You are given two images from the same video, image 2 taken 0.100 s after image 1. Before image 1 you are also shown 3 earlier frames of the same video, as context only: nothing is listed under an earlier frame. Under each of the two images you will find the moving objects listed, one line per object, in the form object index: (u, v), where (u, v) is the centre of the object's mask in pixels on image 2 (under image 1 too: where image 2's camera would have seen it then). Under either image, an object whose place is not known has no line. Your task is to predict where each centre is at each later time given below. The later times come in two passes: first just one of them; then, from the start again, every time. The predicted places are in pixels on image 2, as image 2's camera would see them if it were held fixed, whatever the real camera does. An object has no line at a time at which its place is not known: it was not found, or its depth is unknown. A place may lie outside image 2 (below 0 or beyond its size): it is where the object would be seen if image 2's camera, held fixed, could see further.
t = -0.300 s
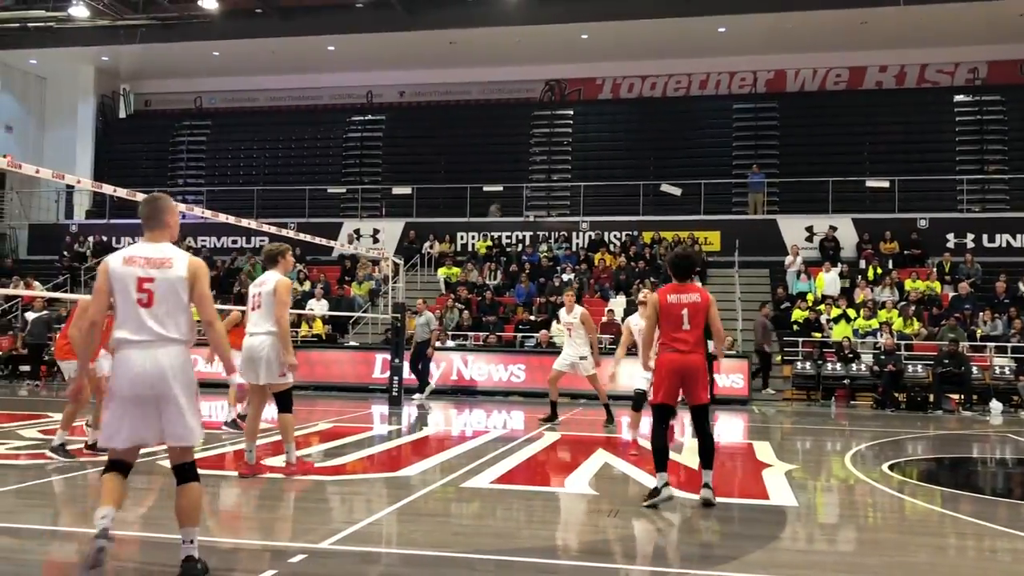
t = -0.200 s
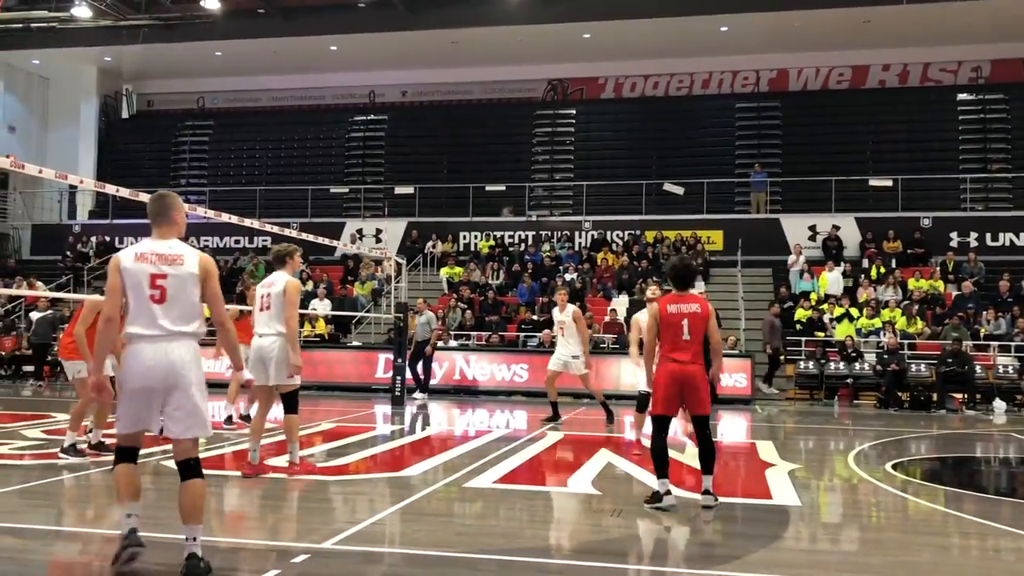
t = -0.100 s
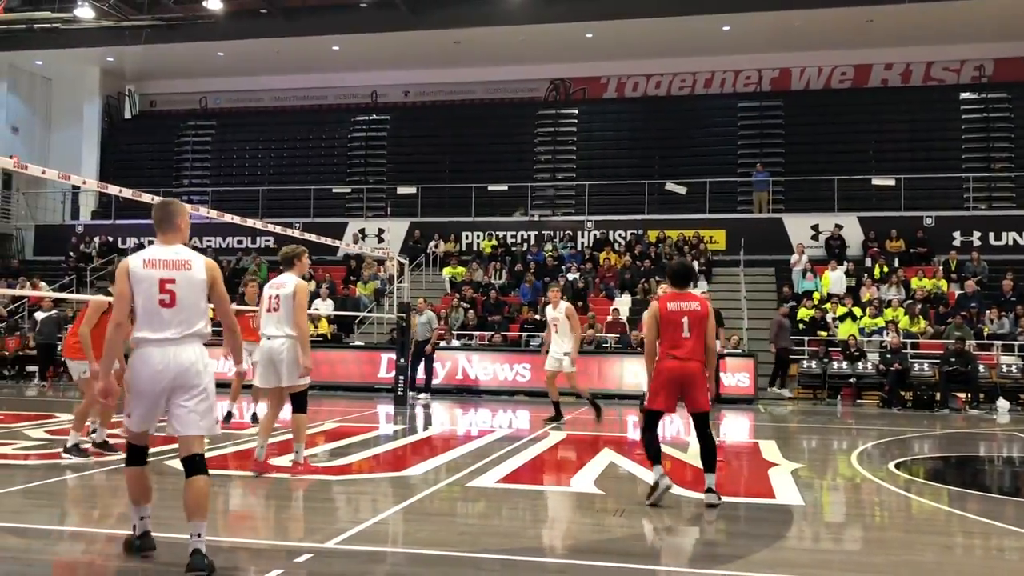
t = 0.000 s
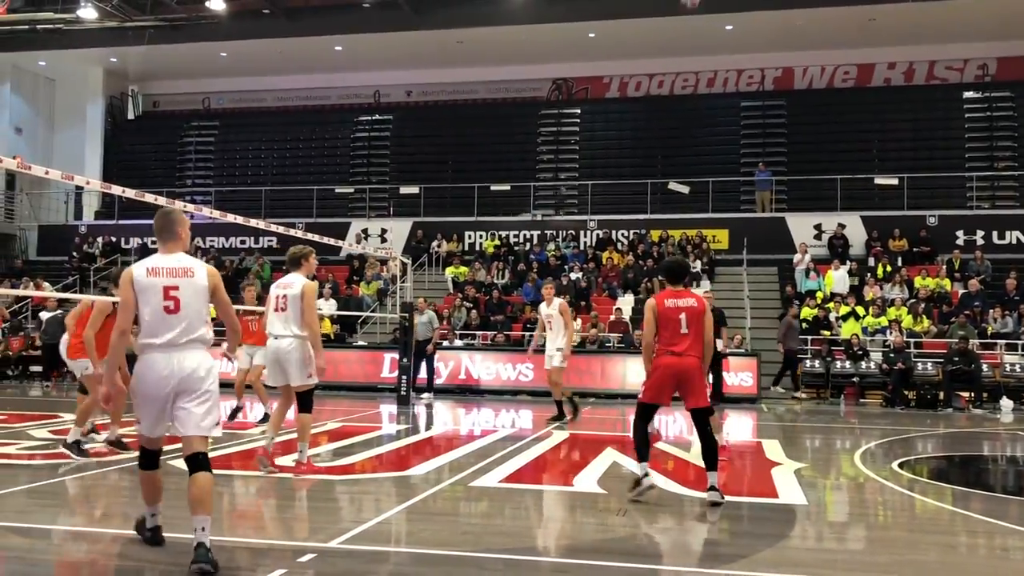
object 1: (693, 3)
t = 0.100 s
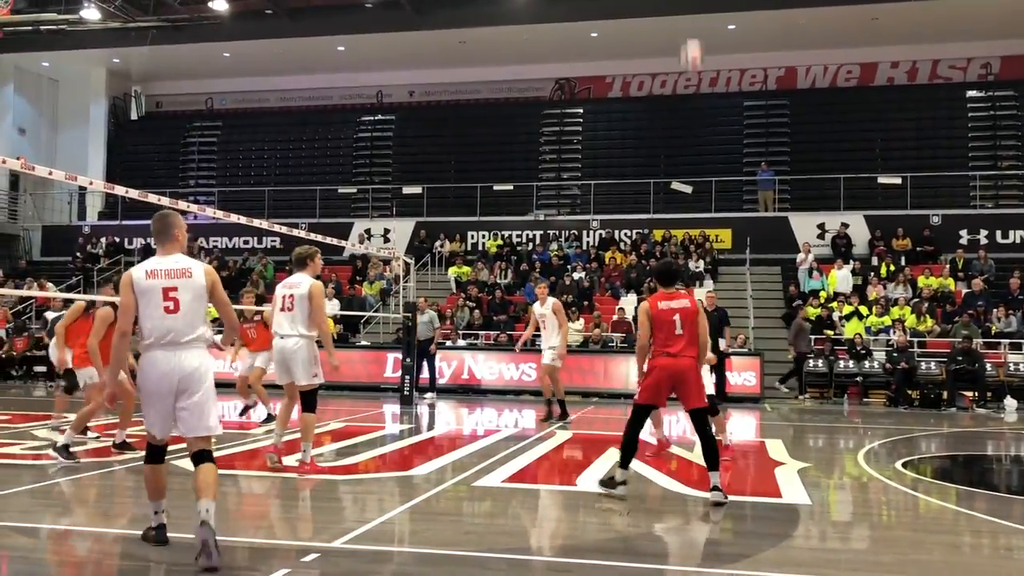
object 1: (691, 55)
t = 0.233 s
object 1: (690, 153)
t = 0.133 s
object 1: (692, 80)
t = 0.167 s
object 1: (691, 104)
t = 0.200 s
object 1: (691, 129)
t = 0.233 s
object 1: (690, 153)
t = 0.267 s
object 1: (689, 180)
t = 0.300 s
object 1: (688, 202)
